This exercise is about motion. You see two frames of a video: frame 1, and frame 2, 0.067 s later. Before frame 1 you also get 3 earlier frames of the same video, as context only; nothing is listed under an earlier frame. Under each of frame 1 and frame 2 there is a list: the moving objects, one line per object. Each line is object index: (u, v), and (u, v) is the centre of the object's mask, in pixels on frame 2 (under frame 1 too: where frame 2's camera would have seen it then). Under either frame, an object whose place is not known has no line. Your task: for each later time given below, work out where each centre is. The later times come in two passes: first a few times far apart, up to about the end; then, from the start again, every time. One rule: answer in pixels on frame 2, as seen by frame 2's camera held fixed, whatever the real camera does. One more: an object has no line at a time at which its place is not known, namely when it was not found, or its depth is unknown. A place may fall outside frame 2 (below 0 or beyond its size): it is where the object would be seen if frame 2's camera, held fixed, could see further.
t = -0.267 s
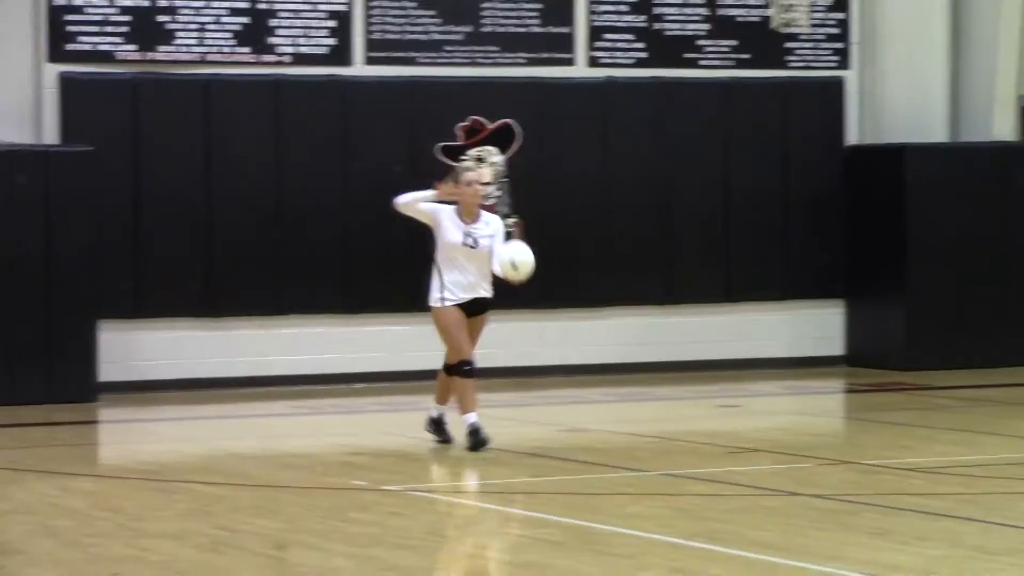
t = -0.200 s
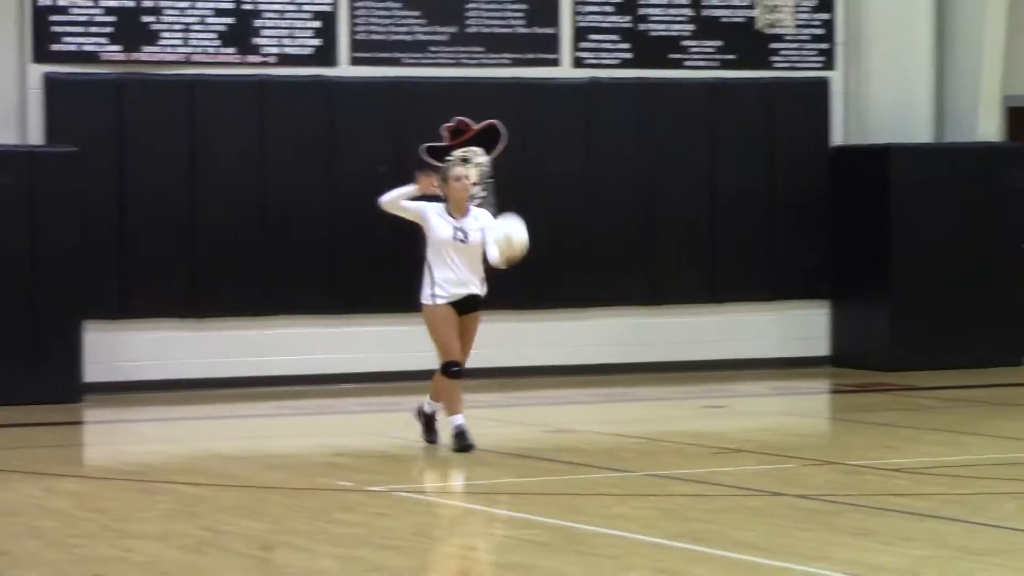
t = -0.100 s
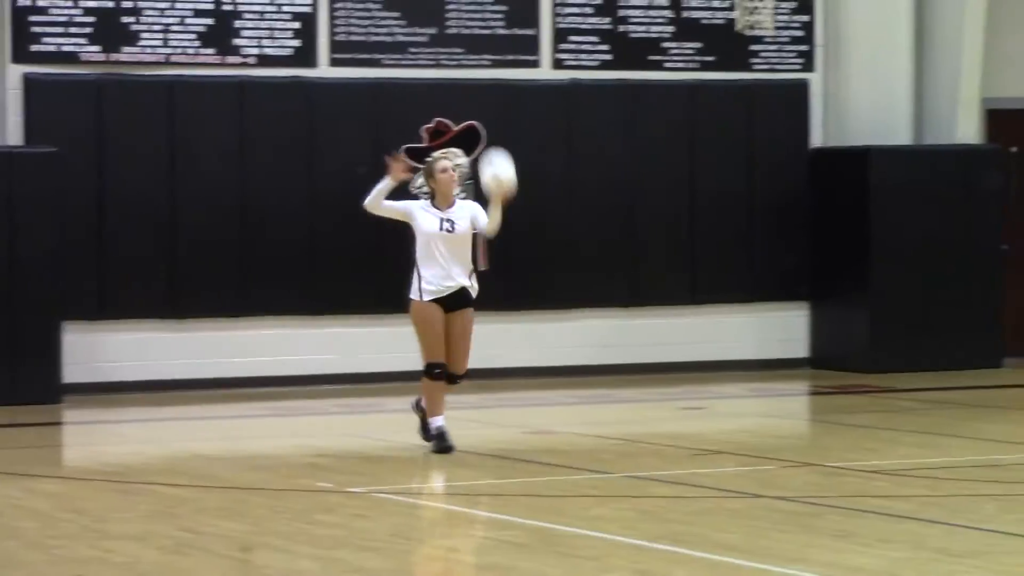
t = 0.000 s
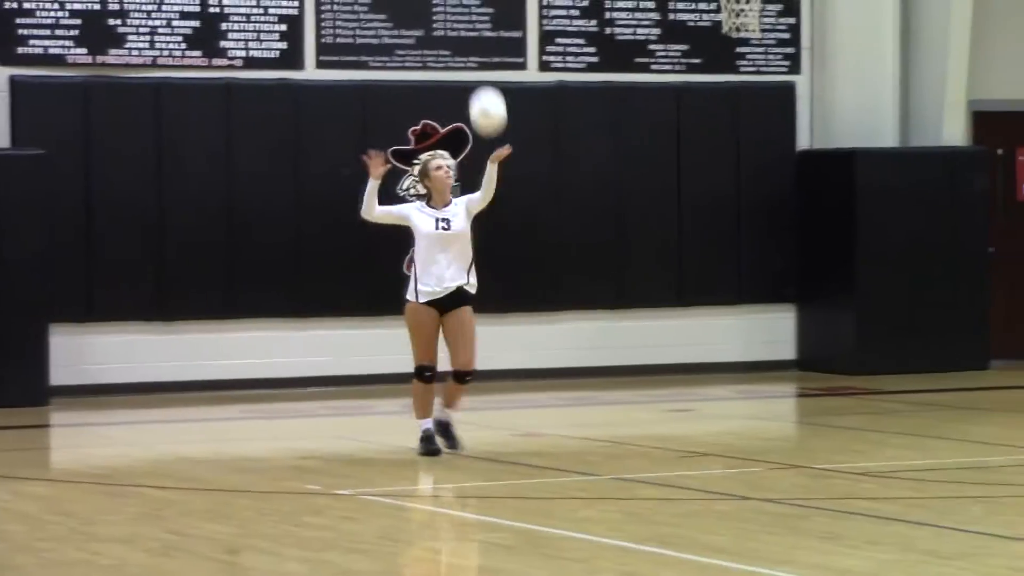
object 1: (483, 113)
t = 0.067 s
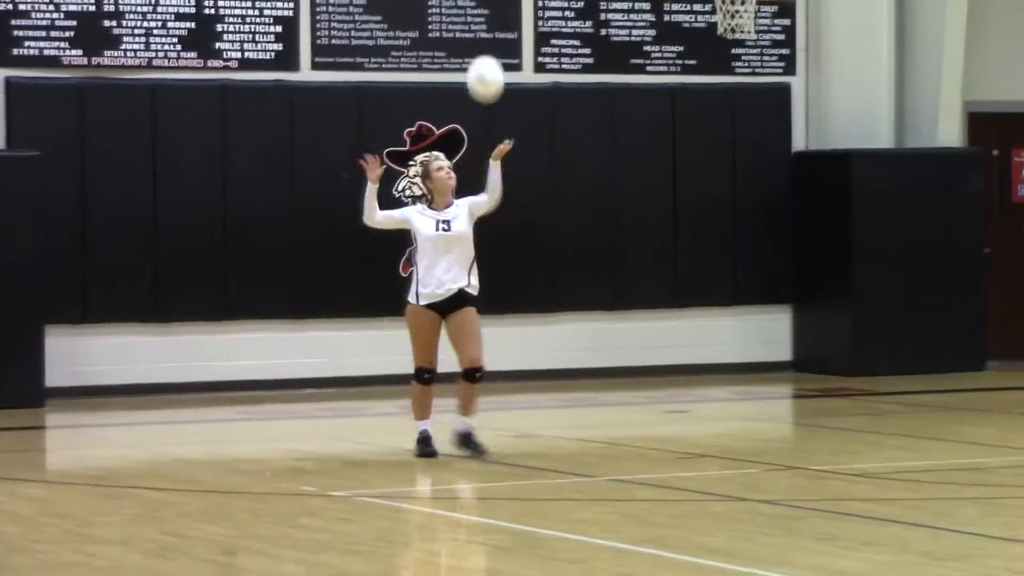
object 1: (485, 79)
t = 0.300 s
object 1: (493, 19)
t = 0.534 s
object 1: (502, 50)
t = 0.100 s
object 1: (486, 63)
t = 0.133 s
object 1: (488, 51)
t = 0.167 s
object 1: (488, 42)
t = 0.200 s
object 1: (490, 33)
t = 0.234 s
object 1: (491, 27)
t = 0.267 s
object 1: (492, 22)
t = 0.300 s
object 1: (493, 19)
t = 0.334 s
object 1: (494, 18)
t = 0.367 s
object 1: (495, 19)
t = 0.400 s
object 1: (497, 22)
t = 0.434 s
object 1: (498, 27)
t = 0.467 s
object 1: (499, 33)
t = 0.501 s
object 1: (500, 42)
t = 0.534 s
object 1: (502, 50)
